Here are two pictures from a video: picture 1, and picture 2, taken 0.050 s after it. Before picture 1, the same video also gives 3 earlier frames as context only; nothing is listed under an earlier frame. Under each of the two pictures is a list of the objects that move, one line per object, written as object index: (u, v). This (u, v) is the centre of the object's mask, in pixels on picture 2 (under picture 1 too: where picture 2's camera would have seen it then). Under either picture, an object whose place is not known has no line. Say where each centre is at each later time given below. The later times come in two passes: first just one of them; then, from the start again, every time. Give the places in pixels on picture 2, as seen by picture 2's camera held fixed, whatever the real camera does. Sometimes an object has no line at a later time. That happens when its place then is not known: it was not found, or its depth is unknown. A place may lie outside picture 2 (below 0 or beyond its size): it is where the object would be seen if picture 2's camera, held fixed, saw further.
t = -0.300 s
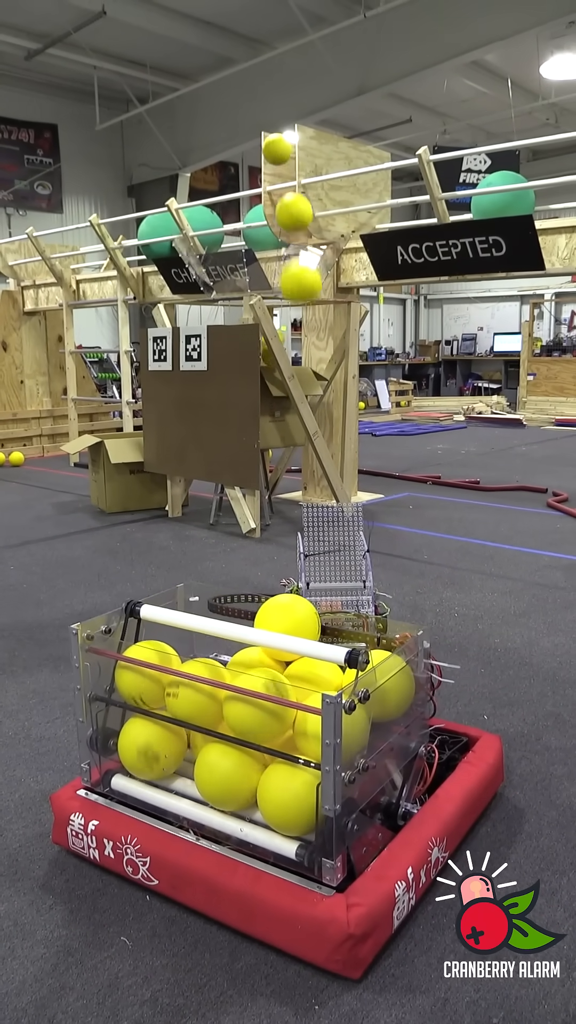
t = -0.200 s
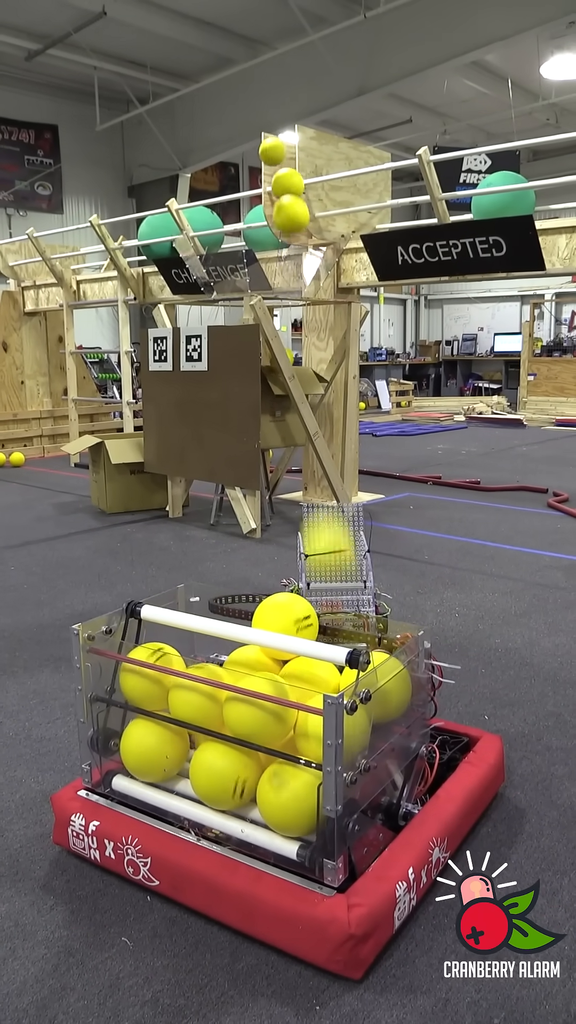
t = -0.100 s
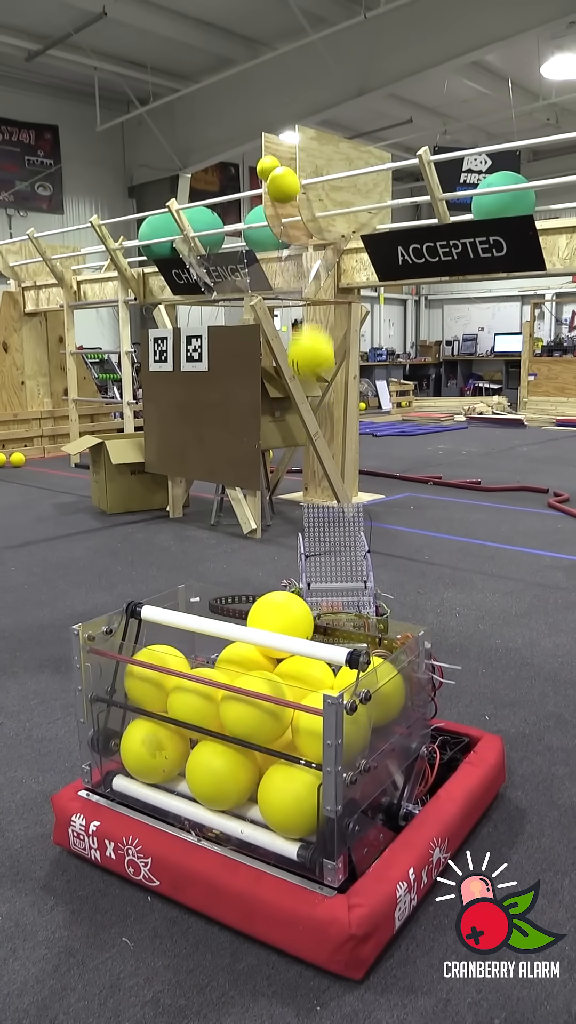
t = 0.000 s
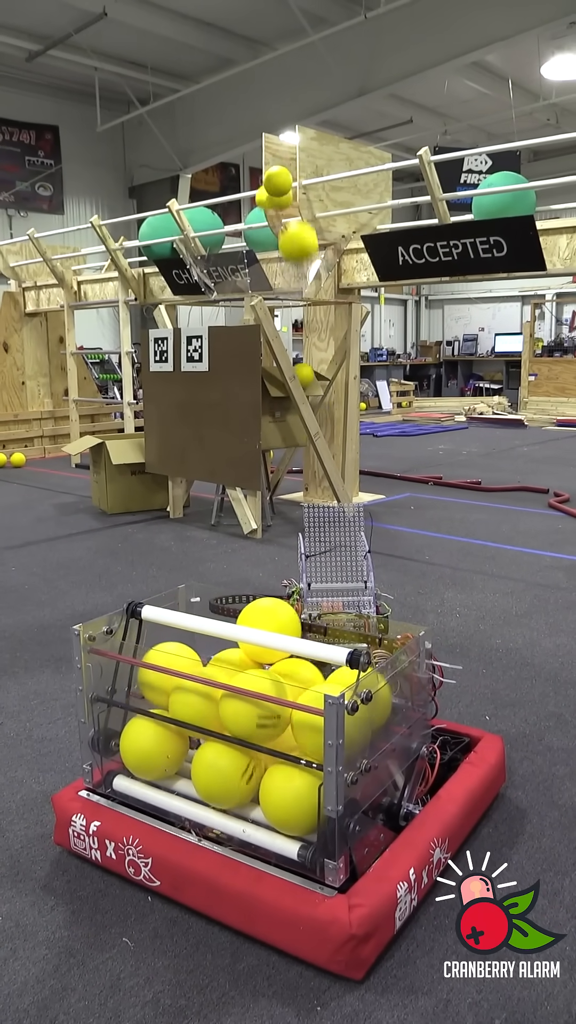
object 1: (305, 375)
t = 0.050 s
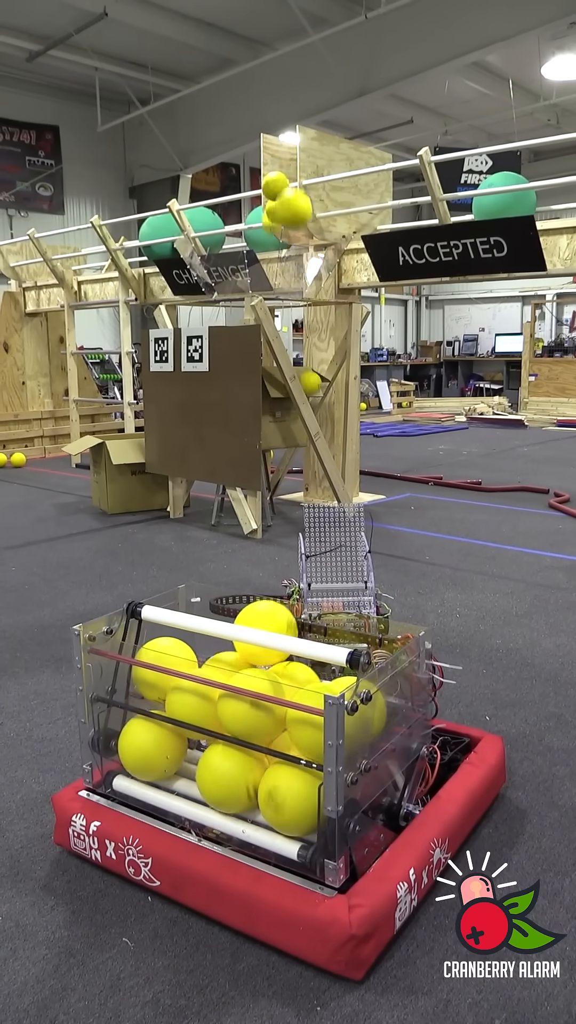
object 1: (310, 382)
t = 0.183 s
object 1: (331, 415)
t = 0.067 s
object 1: (313, 385)
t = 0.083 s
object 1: (315, 389)
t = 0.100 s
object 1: (317, 392)
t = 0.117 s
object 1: (320, 396)
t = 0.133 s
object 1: (323, 400)
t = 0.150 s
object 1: (325, 405)
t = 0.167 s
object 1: (328, 410)
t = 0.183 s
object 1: (331, 415)
